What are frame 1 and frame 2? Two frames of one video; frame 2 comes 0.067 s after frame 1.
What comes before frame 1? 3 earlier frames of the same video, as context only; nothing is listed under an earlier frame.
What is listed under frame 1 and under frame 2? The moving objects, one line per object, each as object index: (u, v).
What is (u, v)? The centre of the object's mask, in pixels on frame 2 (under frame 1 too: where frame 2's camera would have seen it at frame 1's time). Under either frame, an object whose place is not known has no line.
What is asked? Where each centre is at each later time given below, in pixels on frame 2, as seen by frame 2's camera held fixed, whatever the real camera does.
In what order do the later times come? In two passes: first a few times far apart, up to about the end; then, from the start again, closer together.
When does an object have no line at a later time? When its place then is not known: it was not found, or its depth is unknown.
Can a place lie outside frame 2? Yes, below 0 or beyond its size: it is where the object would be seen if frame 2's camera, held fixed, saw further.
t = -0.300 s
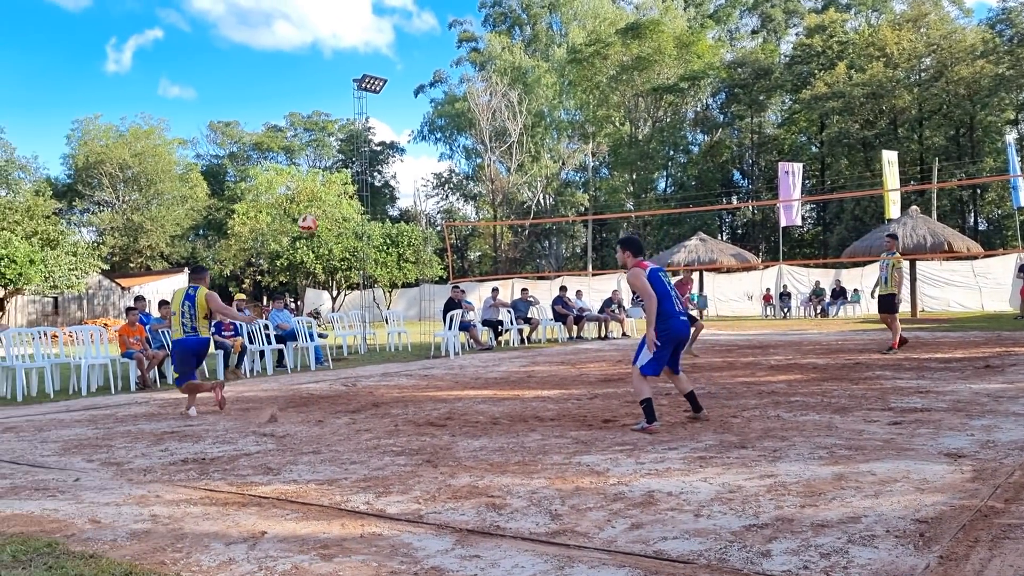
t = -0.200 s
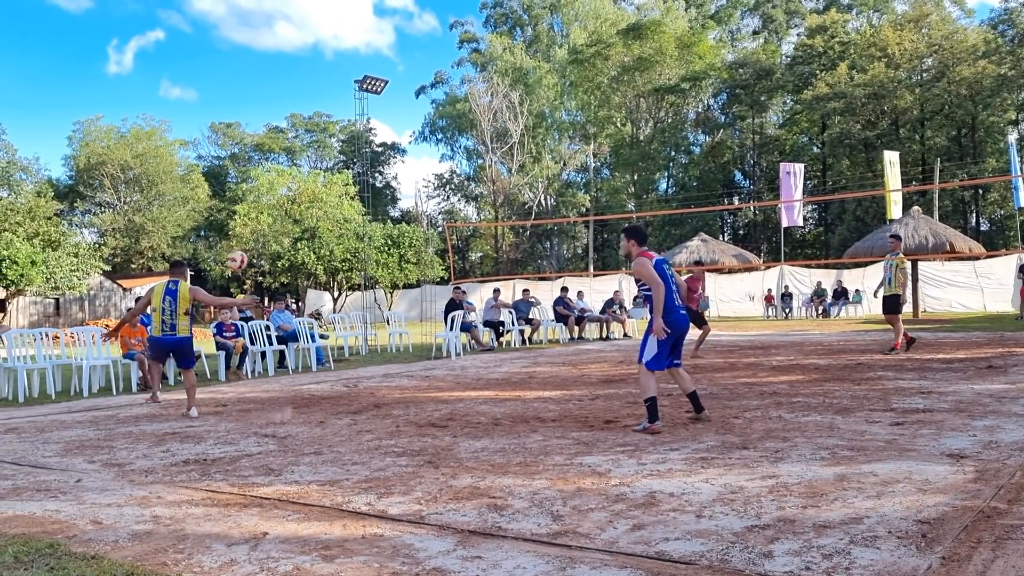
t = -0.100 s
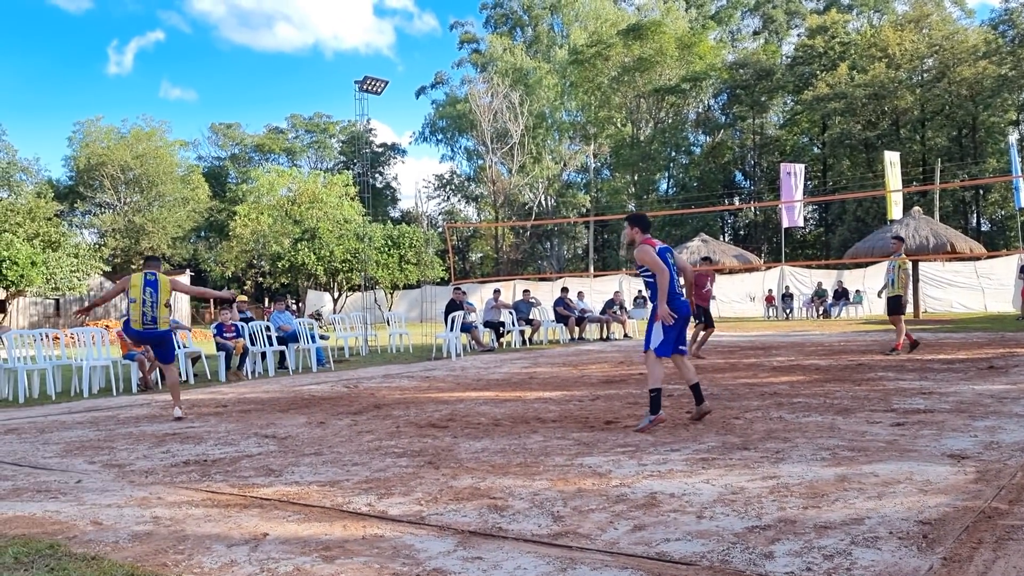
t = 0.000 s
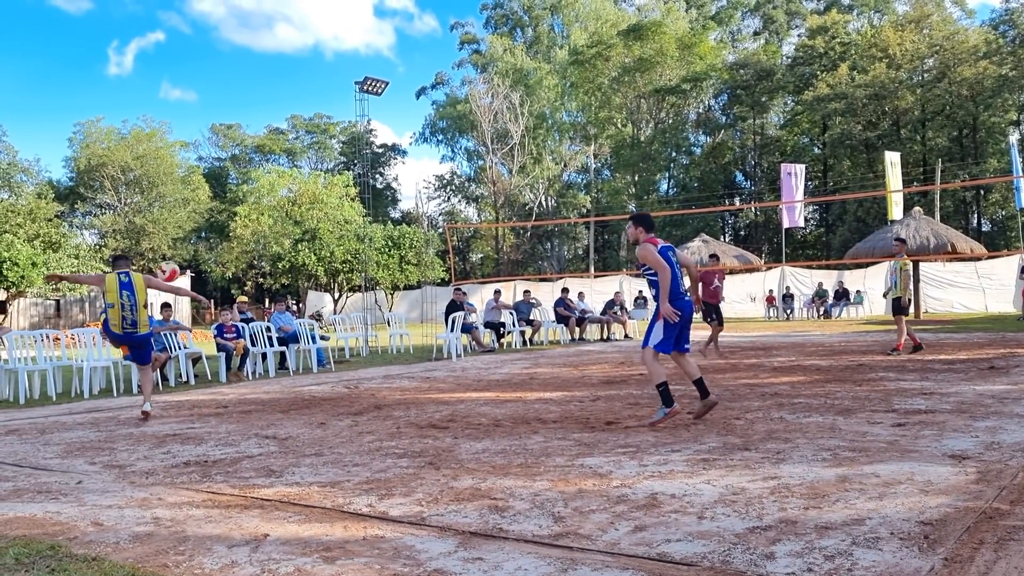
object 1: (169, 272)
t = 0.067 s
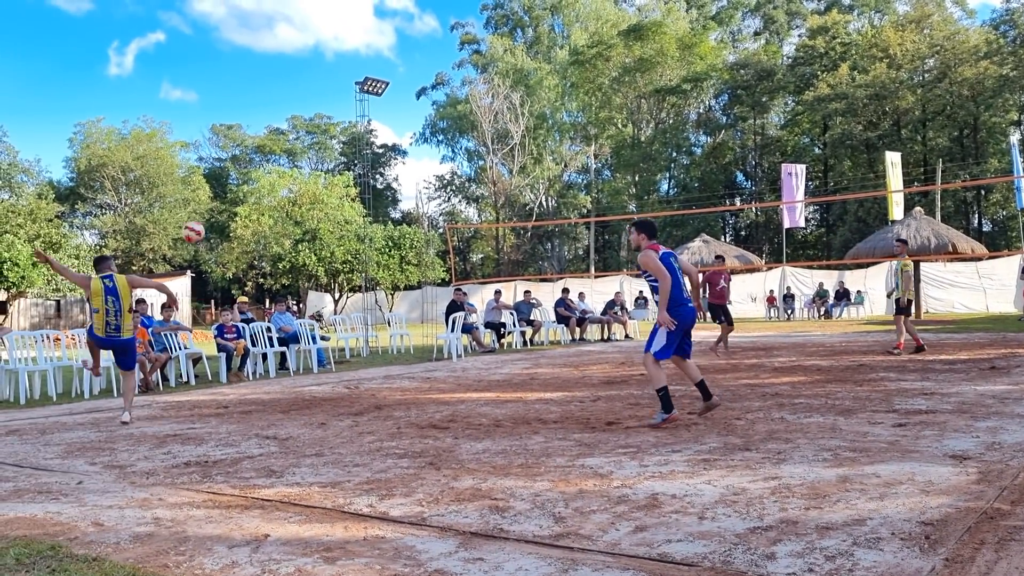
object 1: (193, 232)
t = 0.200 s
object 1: (244, 164)
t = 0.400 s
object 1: (324, 91)
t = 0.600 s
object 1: (408, 58)
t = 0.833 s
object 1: (513, 70)
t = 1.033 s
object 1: (608, 131)
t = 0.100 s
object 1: (206, 213)
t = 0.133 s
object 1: (219, 195)
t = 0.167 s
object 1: (231, 180)
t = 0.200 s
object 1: (244, 164)
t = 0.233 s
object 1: (258, 148)
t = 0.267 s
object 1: (271, 135)
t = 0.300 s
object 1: (283, 122)
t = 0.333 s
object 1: (297, 111)
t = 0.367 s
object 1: (310, 101)
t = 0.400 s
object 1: (324, 91)
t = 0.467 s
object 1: (351, 76)
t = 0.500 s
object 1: (365, 70)
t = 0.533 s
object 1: (379, 64)
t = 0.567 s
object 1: (394, 60)
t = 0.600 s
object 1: (408, 58)
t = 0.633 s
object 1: (422, 56)
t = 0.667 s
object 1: (437, 56)
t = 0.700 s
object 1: (452, 56)
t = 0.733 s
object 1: (466, 58)
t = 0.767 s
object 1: (482, 61)
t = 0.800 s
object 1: (496, 66)
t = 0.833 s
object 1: (513, 70)
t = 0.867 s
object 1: (528, 77)
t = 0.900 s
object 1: (544, 85)
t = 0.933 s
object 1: (560, 95)
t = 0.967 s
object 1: (576, 105)
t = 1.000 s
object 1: (591, 117)
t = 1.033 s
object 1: (608, 131)
